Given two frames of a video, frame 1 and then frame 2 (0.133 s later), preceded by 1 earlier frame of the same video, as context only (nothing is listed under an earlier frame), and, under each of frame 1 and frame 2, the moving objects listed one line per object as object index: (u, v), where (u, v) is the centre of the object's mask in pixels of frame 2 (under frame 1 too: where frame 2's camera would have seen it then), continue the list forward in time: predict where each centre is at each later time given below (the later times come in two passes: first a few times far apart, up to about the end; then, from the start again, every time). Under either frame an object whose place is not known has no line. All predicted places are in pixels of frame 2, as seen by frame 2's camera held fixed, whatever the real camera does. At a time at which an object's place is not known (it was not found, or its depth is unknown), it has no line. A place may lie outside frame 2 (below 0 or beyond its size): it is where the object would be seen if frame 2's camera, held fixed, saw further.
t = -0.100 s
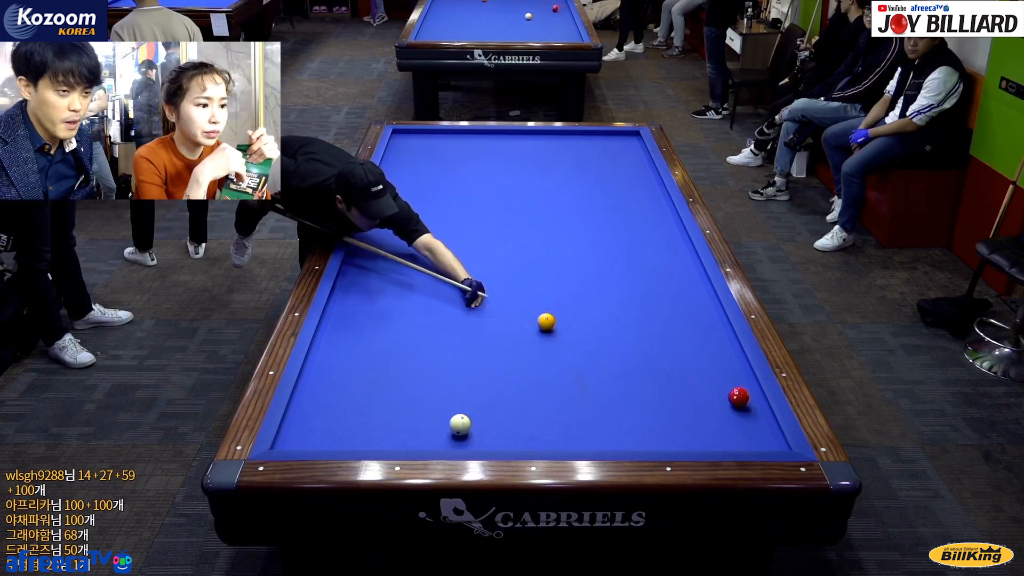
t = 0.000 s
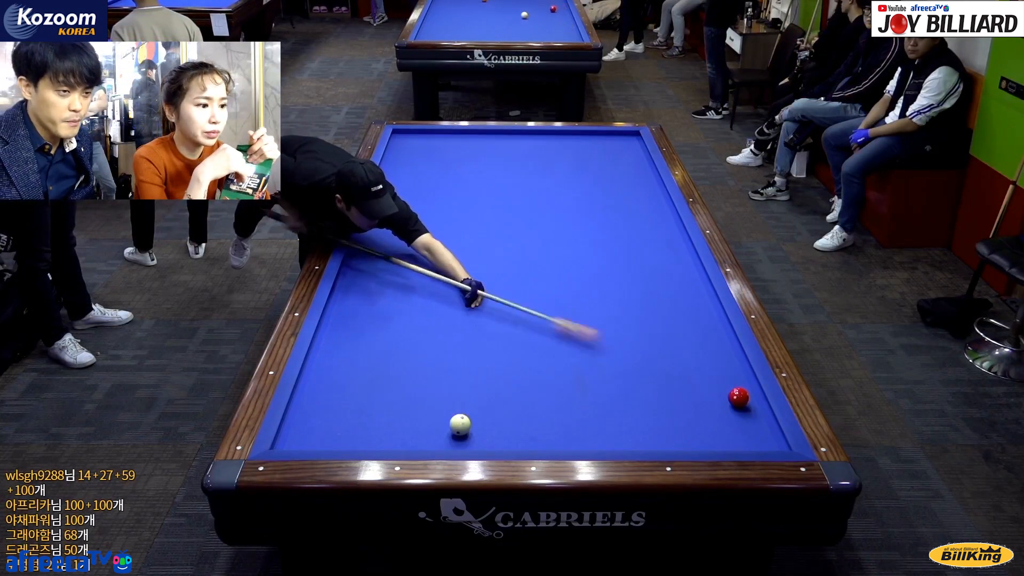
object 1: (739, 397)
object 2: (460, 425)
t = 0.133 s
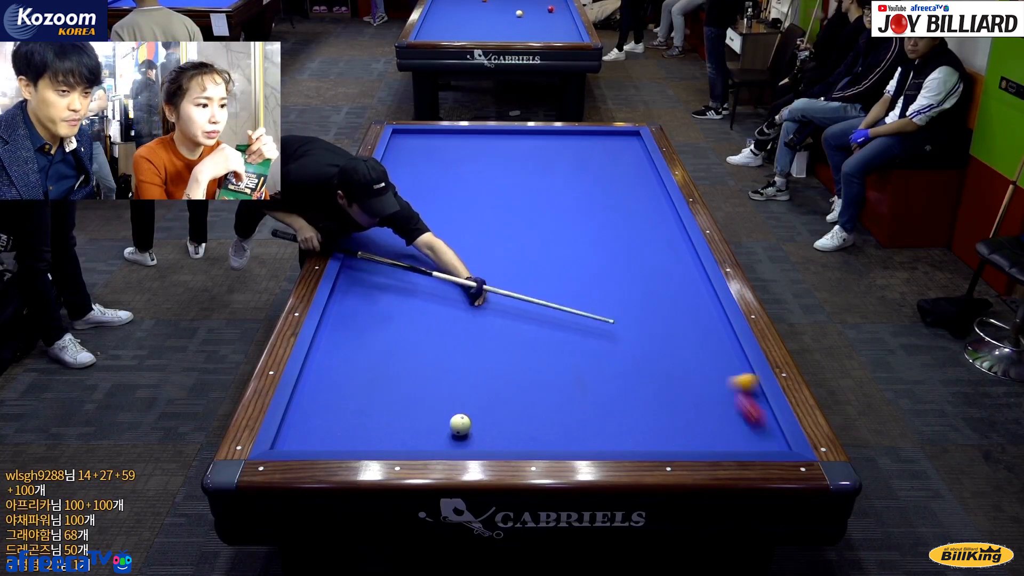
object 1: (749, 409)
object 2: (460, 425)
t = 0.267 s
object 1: (748, 407)
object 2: (460, 425)
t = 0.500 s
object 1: (685, 329)
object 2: (460, 424)
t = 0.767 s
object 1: (637, 269)
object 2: (460, 425)
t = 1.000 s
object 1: (604, 228)
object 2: (460, 425)
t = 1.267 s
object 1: (573, 190)
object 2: (460, 425)
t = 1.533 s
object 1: (548, 158)
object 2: (460, 425)
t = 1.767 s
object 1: (530, 135)
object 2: (460, 425)
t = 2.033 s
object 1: (518, 147)
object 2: (460, 425)
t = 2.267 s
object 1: (507, 159)
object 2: (460, 425)
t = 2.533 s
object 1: (494, 176)
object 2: (460, 424)
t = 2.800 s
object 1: (479, 194)
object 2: (460, 425)
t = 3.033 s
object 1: (466, 211)
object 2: (460, 424)
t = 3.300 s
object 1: (448, 232)
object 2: (460, 425)
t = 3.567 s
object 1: (429, 256)
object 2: (460, 425)
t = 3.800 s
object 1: (411, 278)
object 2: (453, 424)
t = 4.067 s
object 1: (388, 307)
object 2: (427, 423)
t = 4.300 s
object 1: (365, 335)
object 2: (406, 422)
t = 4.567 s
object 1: (335, 371)
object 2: (382, 421)
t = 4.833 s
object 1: (302, 413)
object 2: (360, 420)
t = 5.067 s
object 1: (292, 440)
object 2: (341, 419)
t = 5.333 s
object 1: (300, 421)
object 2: (333, 415)
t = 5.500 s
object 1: (296, 413)
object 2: (339, 410)
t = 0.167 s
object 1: (770, 433)
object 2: (460, 425)
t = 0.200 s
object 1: (774, 437)
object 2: (460, 425)
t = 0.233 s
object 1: (760, 422)
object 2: (460, 425)
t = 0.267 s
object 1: (748, 407)
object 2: (460, 425)
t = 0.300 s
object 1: (737, 393)
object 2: (460, 425)
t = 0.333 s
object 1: (727, 381)
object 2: (460, 425)
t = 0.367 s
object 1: (717, 368)
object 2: (460, 425)
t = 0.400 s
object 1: (708, 358)
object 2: (460, 425)
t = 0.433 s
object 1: (700, 347)
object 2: (460, 425)
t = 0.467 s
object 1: (692, 338)
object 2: (460, 425)
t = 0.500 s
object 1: (685, 329)
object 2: (460, 424)
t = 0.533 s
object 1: (678, 321)
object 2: (460, 425)
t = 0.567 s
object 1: (671, 312)
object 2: (460, 424)
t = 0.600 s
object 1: (665, 304)
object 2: (460, 425)
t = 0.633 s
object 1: (659, 297)
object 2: (460, 425)
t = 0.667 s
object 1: (654, 290)
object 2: (460, 425)
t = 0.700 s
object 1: (648, 282)
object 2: (460, 425)
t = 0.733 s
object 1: (642, 275)
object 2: (460, 425)
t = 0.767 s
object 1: (637, 269)
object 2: (460, 425)
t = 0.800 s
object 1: (631, 263)
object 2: (460, 425)
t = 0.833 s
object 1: (626, 256)
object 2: (460, 425)
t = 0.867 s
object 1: (621, 250)
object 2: (460, 425)
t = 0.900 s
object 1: (617, 244)
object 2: (460, 425)
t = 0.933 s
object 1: (612, 239)
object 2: (460, 425)
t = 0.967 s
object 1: (608, 233)
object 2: (460, 425)
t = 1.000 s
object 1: (604, 228)
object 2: (460, 425)
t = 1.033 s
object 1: (599, 223)
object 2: (460, 425)
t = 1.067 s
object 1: (595, 217)
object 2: (460, 425)
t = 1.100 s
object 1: (591, 212)
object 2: (460, 425)
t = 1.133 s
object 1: (587, 208)
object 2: (460, 425)
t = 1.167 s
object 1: (584, 203)
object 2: (460, 425)
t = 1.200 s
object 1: (580, 199)
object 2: (460, 425)
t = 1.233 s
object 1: (576, 194)
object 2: (460, 425)
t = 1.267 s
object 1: (573, 190)
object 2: (460, 425)
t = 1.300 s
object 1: (569, 185)
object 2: (460, 425)
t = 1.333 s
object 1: (566, 181)
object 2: (460, 425)
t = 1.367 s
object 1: (563, 177)
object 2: (460, 425)
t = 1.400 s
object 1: (560, 173)
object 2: (460, 425)
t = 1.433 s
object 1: (557, 169)
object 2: (460, 425)
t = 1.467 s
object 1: (554, 166)
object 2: (460, 425)
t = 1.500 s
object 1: (551, 162)
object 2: (460, 425)
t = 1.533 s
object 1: (548, 158)
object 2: (460, 425)
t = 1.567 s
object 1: (545, 155)
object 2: (460, 425)
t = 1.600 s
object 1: (543, 152)
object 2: (460, 425)
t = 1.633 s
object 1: (540, 148)
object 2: (460, 425)
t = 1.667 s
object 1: (537, 145)
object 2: (460, 425)
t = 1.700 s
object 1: (535, 142)
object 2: (460, 425)
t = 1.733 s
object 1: (532, 138)
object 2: (460, 425)
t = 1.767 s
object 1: (530, 135)
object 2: (460, 425)
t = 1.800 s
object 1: (527, 133)
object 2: (460, 425)
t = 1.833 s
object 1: (525, 133)
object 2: (460, 425)
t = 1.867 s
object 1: (525, 135)
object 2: (460, 425)
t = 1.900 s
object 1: (523, 137)
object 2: (460, 425)
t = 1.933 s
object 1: (522, 140)
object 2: (460, 425)
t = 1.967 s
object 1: (521, 142)
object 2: (460, 425)
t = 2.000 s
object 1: (519, 144)
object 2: (460, 425)
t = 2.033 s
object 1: (518, 147)
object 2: (460, 425)
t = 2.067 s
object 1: (516, 148)
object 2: (460, 425)
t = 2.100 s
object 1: (515, 150)
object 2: (460, 425)
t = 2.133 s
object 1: (514, 152)
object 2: (460, 425)
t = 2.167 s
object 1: (512, 154)
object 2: (460, 425)
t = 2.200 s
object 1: (510, 156)
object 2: (460, 425)
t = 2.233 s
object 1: (509, 158)
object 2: (460, 425)
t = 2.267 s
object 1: (507, 159)
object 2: (460, 425)
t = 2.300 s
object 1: (506, 162)
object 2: (460, 425)
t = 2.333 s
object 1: (504, 164)
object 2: (460, 425)
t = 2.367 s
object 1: (503, 165)
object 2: (460, 425)
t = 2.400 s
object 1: (501, 167)
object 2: (460, 425)
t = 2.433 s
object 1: (499, 170)
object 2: (460, 425)
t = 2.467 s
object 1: (497, 172)
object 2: (460, 424)
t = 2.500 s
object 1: (496, 174)
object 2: (460, 424)
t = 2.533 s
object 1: (494, 176)
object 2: (460, 424)
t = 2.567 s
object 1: (492, 178)
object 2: (460, 424)
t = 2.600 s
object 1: (490, 180)
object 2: (460, 424)
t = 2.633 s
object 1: (489, 182)
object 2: (460, 424)
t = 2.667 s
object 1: (487, 185)
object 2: (460, 425)
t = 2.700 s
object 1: (485, 187)
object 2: (460, 425)
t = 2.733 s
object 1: (483, 189)
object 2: (460, 425)
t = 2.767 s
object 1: (481, 192)
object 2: (460, 424)
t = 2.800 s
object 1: (479, 194)
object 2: (460, 425)
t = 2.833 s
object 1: (478, 196)
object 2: (460, 425)
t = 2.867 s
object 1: (476, 198)
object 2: (460, 425)
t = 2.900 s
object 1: (474, 201)
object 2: (460, 425)
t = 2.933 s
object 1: (472, 203)
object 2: (460, 424)
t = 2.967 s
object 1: (470, 206)
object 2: (460, 424)
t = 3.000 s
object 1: (468, 208)
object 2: (460, 424)
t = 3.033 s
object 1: (466, 211)
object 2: (460, 424)
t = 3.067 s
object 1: (463, 213)
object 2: (460, 425)
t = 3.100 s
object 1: (461, 216)
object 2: (460, 425)
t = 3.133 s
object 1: (459, 219)
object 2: (460, 425)
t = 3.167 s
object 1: (457, 221)
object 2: (460, 425)
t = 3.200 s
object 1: (455, 224)
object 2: (460, 424)
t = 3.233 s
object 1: (453, 227)
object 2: (460, 425)
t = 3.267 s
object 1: (451, 229)
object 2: (460, 424)
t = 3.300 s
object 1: (448, 232)
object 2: (460, 425)
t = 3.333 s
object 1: (446, 235)
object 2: (460, 425)
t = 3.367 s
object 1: (444, 238)
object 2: (460, 425)
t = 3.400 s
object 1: (442, 241)
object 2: (460, 425)
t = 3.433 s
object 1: (439, 243)
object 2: (460, 425)
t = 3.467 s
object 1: (437, 246)
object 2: (460, 425)
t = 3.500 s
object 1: (434, 249)
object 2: (460, 425)
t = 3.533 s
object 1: (432, 252)
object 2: (460, 425)
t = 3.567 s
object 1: (429, 256)
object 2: (460, 425)
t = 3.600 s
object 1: (427, 258)
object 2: (460, 425)
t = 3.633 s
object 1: (424, 262)
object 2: (460, 424)
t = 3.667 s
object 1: (422, 265)
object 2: (460, 425)
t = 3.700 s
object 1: (419, 268)
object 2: (460, 424)
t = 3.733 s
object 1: (417, 271)
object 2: (460, 425)
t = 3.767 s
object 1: (414, 275)
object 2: (457, 424)
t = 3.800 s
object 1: (411, 278)
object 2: (453, 424)
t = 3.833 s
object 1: (408, 282)
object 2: (450, 424)
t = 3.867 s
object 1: (405, 285)
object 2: (447, 424)
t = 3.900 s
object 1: (403, 289)
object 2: (443, 424)
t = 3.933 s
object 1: (400, 292)
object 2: (440, 423)
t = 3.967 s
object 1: (397, 296)
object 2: (437, 423)
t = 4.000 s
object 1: (394, 300)
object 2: (434, 423)
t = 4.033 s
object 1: (391, 303)
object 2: (431, 423)
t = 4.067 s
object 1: (388, 307)
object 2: (427, 423)
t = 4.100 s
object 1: (385, 311)
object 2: (424, 423)
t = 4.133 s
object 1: (381, 315)
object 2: (421, 423)
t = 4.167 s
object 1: (378, 319)
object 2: (418, 423)
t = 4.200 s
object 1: (375, 323)
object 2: (415, 423)
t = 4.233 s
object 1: (372, 327)
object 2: (412, 422)
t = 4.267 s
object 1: (368, 331)
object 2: (409, 422)
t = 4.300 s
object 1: (365, 335)
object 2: (406, 422)
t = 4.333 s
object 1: (361, 339)
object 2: (403, 422)
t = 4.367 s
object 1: (358, 343)
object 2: (400, 422)
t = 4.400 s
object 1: (354, 348)
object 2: (397, 422)
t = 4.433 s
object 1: (350, 353)
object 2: (394, 422)
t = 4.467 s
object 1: (347, 357)
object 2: (391, 422)
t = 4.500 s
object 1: (343, 361)
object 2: (388, 421)
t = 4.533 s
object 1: (339, 366)
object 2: (385, 421)
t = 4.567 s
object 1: (335, 371)
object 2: (382, 421)
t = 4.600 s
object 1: (332, 376)
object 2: (379, 421)
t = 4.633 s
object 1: (327, 381)
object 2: (377, 421)
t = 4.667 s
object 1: (323, 386)
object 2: (374, 421)
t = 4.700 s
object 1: (319, 391)
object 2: (371, 421)
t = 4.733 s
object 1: (315, 396)
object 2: (368, 421)
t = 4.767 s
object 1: (311, 401)
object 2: (365, 420)
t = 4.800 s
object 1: (306, 407)
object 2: (362, 420)
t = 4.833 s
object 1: (302, 413)
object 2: (360, 420)
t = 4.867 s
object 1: (297, 418)
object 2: (357, 420)
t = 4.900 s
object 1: (292, 424)
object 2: (354, 420)
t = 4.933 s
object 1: (289, 429)
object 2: (351, 420)
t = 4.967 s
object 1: (289, 434)
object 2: (349, 420)
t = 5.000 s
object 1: (289, 438)
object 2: (346, 420)
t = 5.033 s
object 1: (289, 442)
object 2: (344, 419)
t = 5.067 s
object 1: (292, 440)
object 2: (341, 419)
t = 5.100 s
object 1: (295, 438)
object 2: (338, 419)
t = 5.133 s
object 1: (298, 434)
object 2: (336, 419)
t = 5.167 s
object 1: (300, 431)
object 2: (333, 419)
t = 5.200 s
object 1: (303, 429)
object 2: (330, 419)
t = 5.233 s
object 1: (306, 425)
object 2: (328, 419)
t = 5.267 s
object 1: (304, 424)
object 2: (330, 418)
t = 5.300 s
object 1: (302, 422)
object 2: (332, 416)
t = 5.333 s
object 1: (300, 421)
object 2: (333, 415)
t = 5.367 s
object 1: (299, 419)
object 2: (334, 414)
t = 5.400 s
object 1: (297, 417)
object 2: (335, 413)
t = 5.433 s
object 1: (296, 415)
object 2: (337, 412)
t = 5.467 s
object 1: (295, 414)
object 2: (338, 411)
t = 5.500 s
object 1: (296, 413)
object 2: (339, 410)
